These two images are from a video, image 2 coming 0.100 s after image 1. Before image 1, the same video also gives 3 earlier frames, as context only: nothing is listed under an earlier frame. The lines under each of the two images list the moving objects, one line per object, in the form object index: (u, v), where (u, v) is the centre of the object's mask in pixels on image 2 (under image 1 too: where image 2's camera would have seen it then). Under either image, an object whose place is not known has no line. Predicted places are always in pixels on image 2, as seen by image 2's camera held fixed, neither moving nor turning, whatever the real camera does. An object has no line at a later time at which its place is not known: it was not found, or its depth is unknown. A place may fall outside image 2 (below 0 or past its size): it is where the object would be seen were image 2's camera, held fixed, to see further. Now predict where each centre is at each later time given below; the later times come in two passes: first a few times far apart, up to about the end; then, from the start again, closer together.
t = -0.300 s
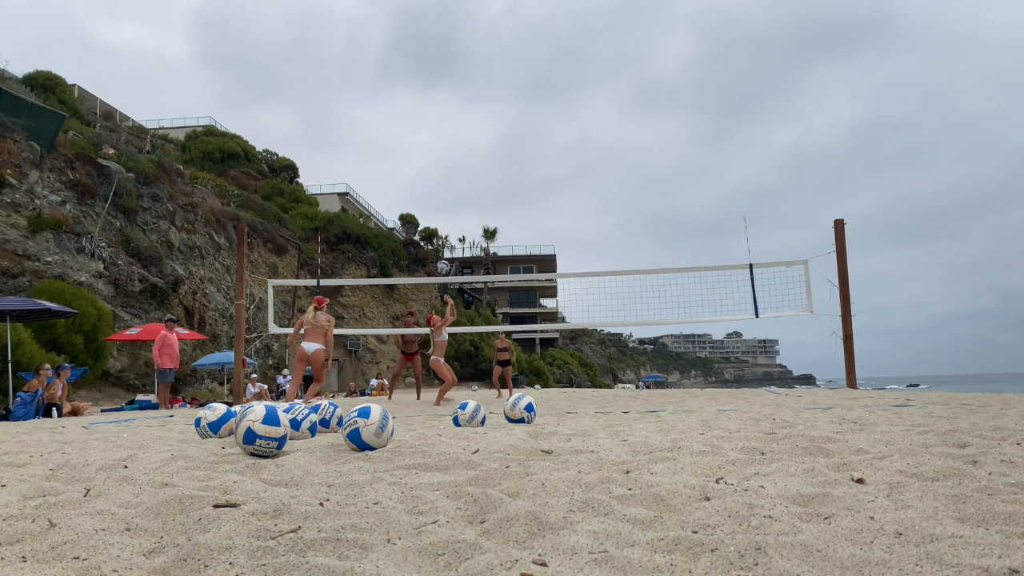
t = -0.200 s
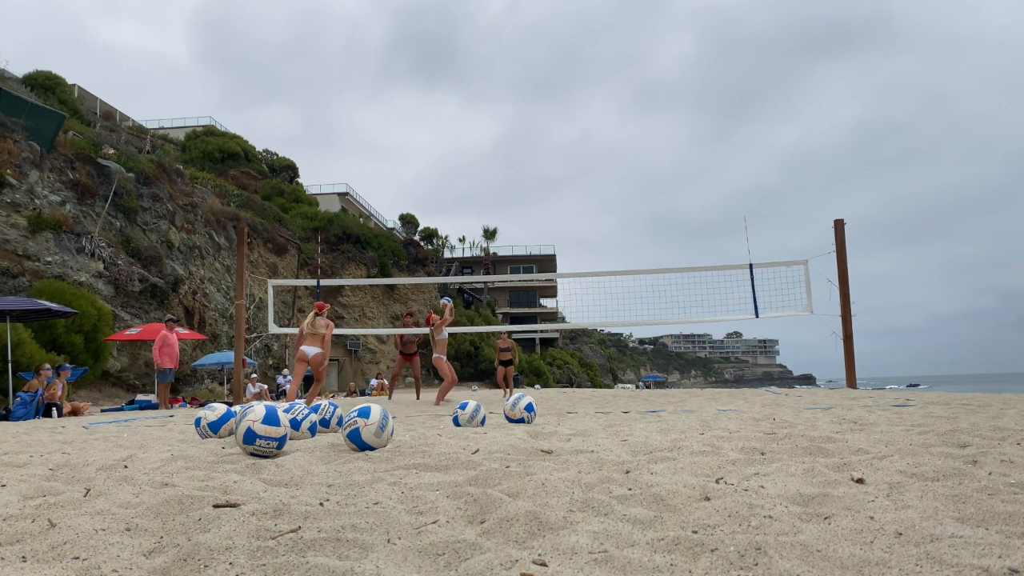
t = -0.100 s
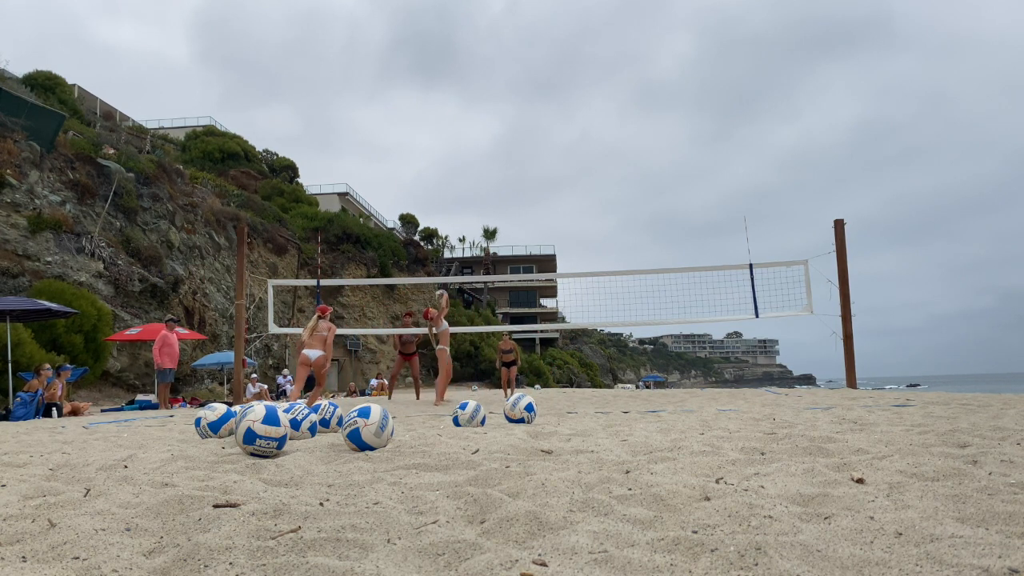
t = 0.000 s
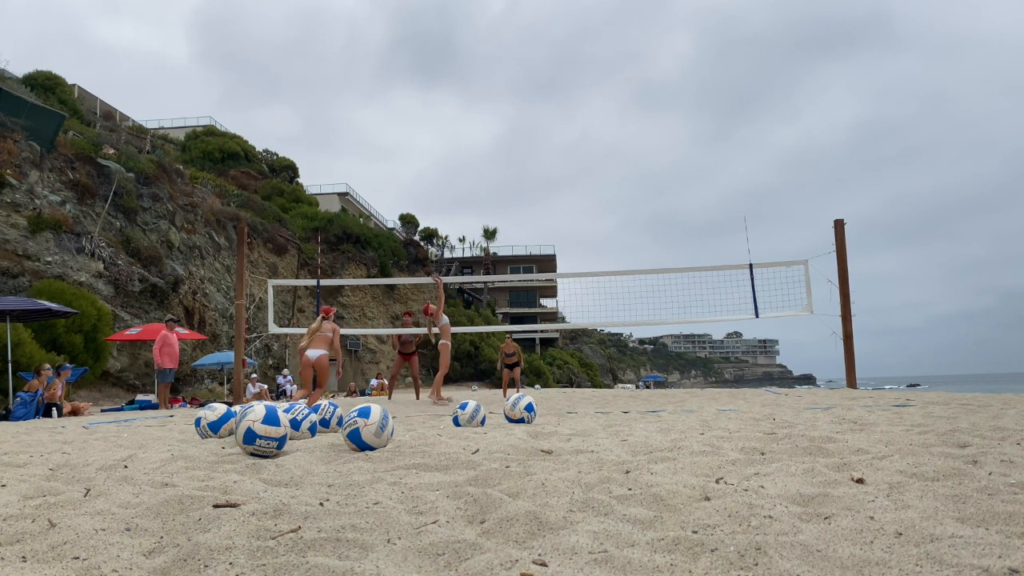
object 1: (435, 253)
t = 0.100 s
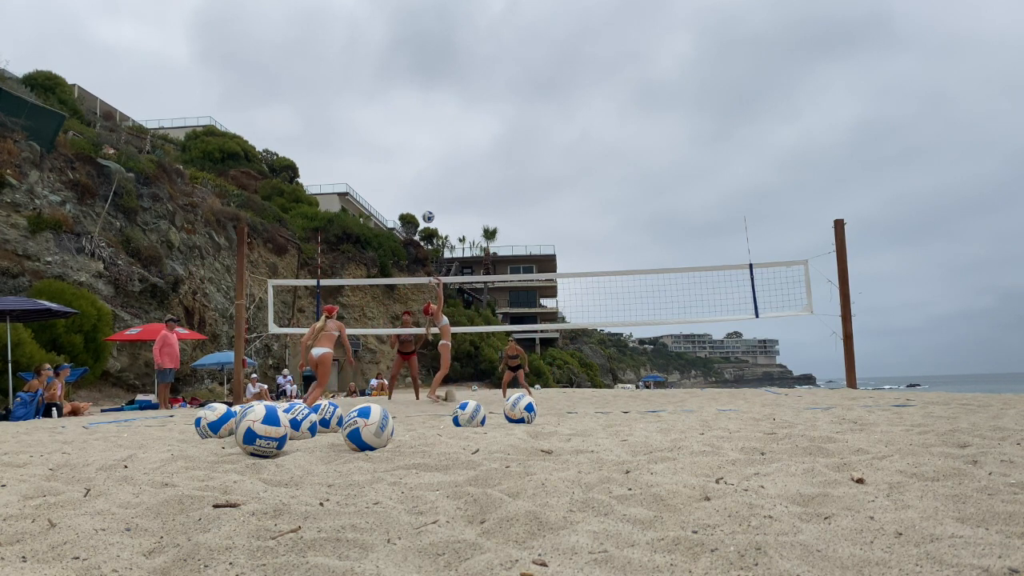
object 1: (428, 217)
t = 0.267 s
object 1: (417, 170)
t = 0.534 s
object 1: (401, 131)
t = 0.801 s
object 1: (385, 131)
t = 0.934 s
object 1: (378, 146)
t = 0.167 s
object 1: (423, 196)
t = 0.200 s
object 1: (421, 187)
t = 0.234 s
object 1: (419, 178)
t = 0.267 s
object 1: (417, 170)
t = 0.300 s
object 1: (415, 163)
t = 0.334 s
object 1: (413, 157)
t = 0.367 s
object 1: (411, 151)
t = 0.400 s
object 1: (408, 146)
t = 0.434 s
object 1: (407, 141)
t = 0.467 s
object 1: (405, 137)
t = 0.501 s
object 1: (403, 134)
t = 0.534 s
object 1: (401, 131)
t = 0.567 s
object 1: (399, 129)
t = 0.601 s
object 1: (397, 127)
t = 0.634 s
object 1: (395, 127)
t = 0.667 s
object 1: (393, 126)
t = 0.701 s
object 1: (391, 127)
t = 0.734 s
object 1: (389, 128)
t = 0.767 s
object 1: (387, 129)
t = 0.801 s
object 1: (385, 131)
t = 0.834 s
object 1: (384, 134)
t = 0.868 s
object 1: (382, 138)
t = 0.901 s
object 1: (380, 142)
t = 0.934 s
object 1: (378, 146)
